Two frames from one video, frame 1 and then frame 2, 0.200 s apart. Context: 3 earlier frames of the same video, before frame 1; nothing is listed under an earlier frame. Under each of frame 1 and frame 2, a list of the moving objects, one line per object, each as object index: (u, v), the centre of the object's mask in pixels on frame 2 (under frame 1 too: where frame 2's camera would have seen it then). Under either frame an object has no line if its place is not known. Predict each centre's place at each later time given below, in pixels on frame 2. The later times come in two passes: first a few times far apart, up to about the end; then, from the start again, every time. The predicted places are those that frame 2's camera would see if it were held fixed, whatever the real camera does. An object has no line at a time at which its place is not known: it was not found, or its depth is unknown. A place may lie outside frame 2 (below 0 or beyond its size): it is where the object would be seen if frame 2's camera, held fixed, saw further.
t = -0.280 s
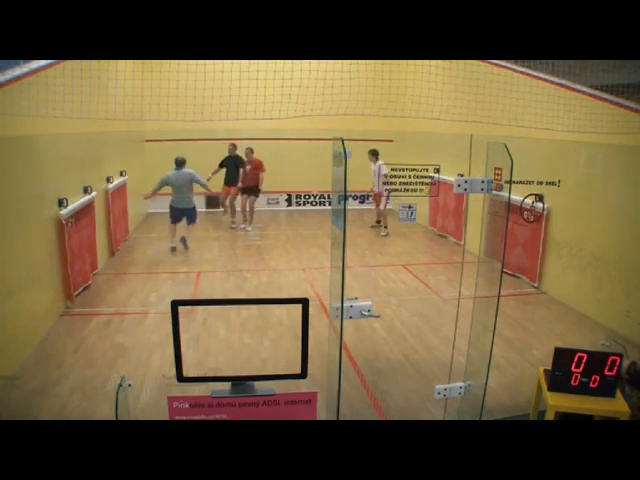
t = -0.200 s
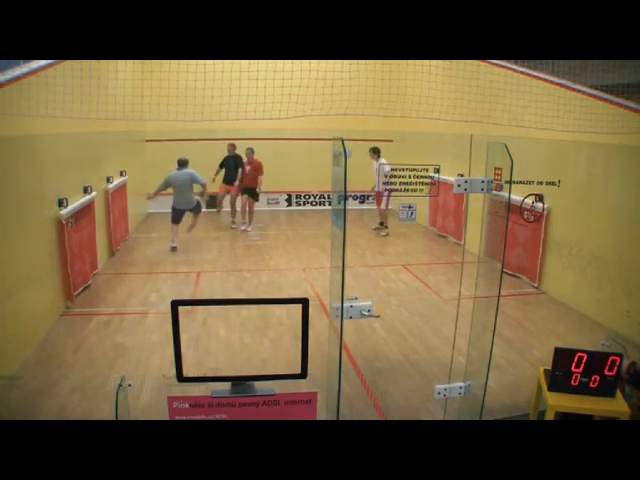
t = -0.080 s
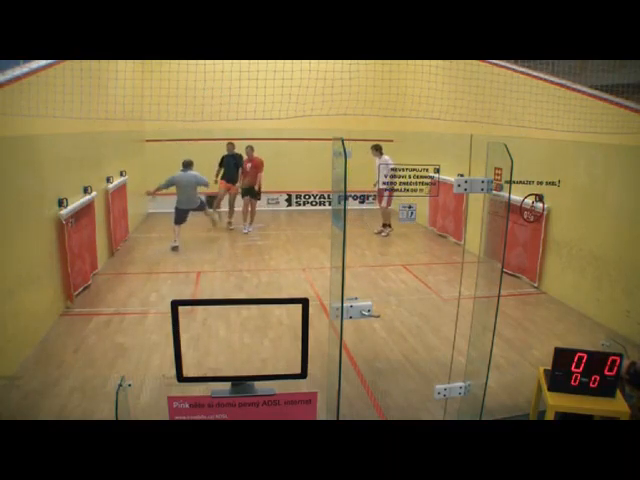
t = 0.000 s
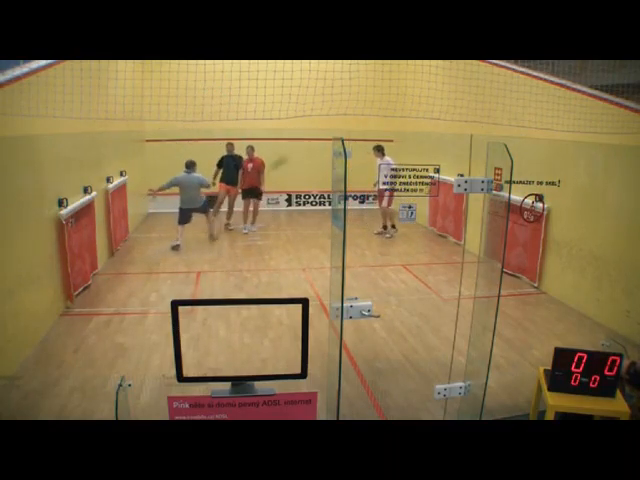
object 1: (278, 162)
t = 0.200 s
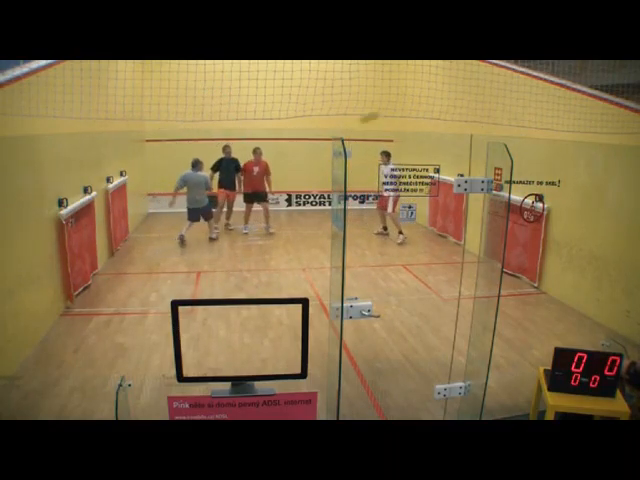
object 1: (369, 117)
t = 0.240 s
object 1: (387, 110)
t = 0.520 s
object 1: (449, 88)
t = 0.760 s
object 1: (399, 98)
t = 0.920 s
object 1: (362, 124)
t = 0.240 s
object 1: (387, 110)
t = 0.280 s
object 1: (403, 105)
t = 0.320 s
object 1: (421, 100)
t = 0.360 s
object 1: (438, 97)
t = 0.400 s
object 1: (454, 95)
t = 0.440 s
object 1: (464, 92)
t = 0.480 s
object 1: (456, 90)
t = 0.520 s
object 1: (449, 88)
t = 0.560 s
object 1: (440, 87)
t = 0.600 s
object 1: (432, 88)
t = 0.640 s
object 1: (424, 89)
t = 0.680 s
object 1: (416, 91)
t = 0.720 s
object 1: (407, 94)
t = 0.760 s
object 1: (399, 98)
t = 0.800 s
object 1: (390, 103)
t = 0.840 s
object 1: (381, 109)
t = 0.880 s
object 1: (373, 116)
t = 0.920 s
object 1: (362, 124)
